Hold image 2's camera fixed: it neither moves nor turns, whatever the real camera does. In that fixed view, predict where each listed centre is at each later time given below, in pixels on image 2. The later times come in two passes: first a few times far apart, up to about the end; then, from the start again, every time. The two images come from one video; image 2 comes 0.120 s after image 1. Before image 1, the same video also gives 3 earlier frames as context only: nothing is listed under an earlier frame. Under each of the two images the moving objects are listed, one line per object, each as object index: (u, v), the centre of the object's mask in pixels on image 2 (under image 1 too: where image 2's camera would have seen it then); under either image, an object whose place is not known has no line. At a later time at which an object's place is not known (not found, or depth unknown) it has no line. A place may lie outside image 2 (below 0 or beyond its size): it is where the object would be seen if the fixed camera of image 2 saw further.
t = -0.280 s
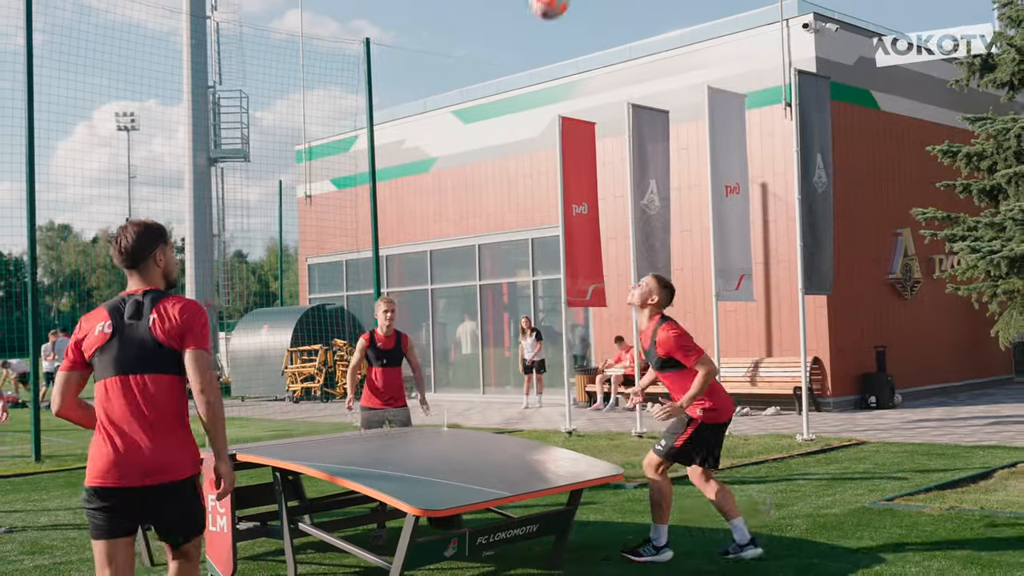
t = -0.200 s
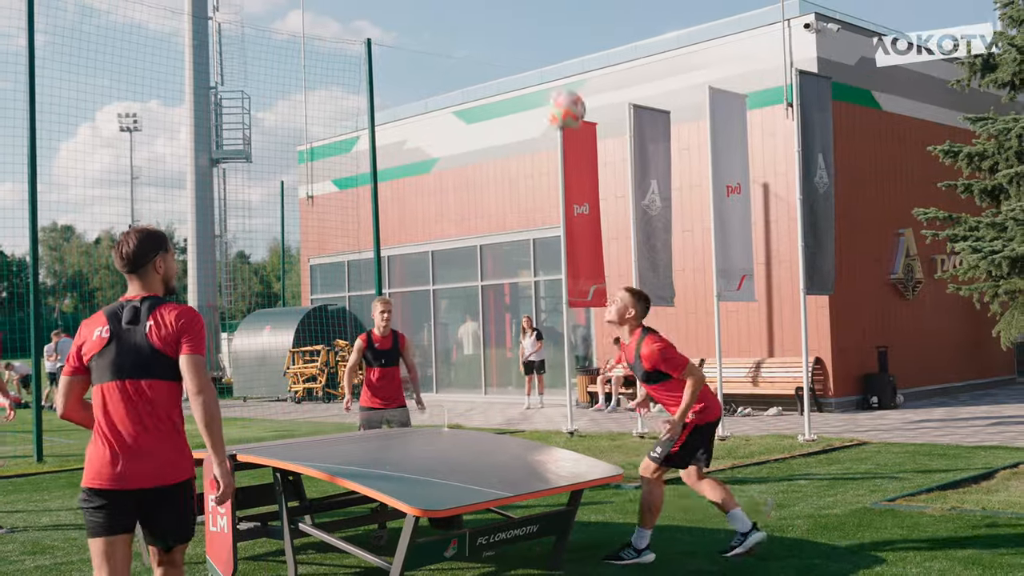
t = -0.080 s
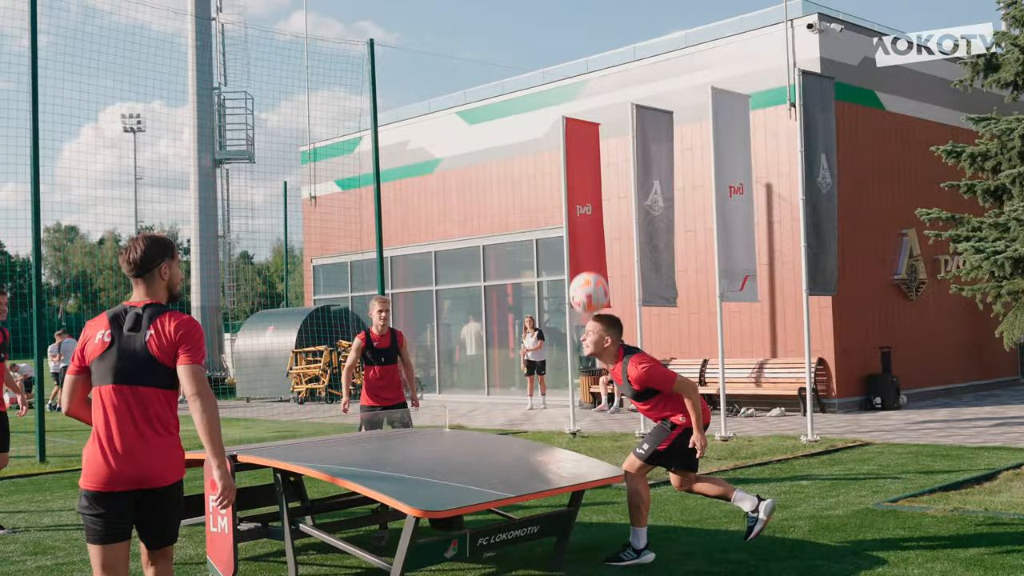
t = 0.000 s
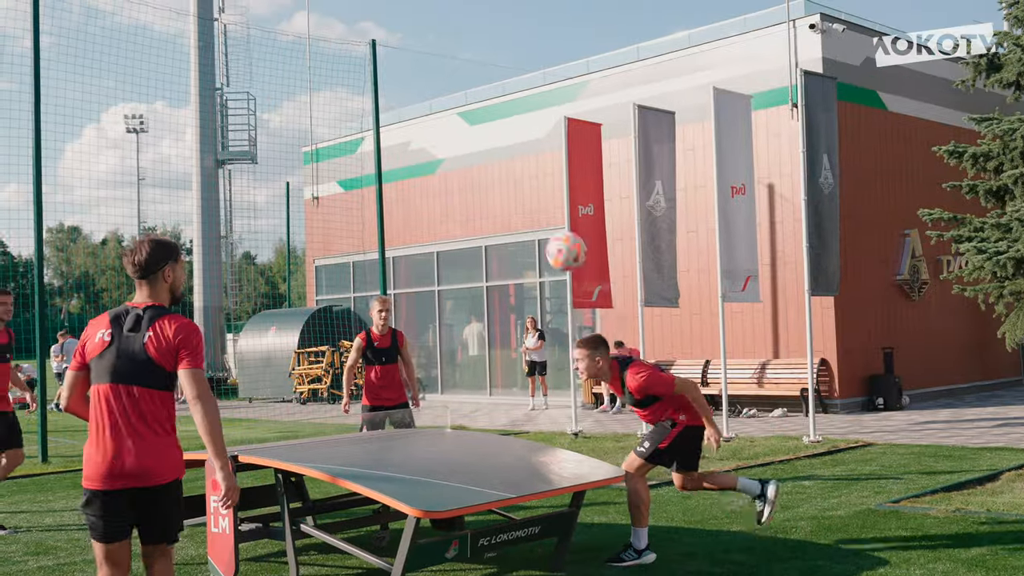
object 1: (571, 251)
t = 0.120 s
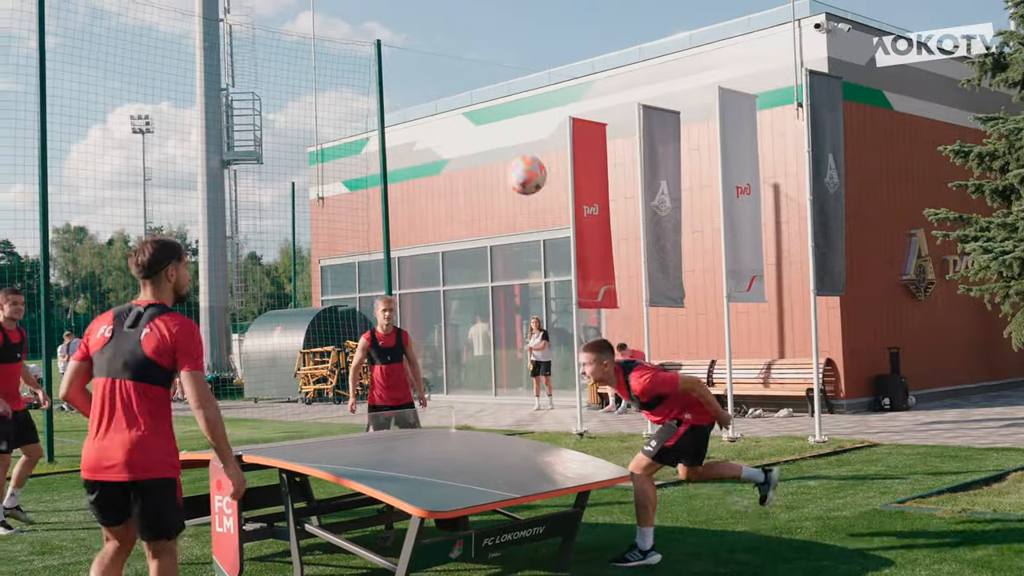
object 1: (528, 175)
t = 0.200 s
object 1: (500, 138)
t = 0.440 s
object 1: (417, 94)
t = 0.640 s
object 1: (352, 137)
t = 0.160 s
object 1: (513, 155)
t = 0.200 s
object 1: (500, 138)
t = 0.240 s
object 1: (485, 124)
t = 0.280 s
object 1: (471, 112)
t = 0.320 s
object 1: (458, 103)
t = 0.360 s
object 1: (444, 97)
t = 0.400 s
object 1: (431, 93)
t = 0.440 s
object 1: (417, 94)
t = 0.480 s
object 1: (404, 97)
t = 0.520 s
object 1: (391, 102)
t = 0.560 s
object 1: (378, 110)
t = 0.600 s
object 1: (366, 122)
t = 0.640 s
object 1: (352, 137)
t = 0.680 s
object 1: (339, 155)
